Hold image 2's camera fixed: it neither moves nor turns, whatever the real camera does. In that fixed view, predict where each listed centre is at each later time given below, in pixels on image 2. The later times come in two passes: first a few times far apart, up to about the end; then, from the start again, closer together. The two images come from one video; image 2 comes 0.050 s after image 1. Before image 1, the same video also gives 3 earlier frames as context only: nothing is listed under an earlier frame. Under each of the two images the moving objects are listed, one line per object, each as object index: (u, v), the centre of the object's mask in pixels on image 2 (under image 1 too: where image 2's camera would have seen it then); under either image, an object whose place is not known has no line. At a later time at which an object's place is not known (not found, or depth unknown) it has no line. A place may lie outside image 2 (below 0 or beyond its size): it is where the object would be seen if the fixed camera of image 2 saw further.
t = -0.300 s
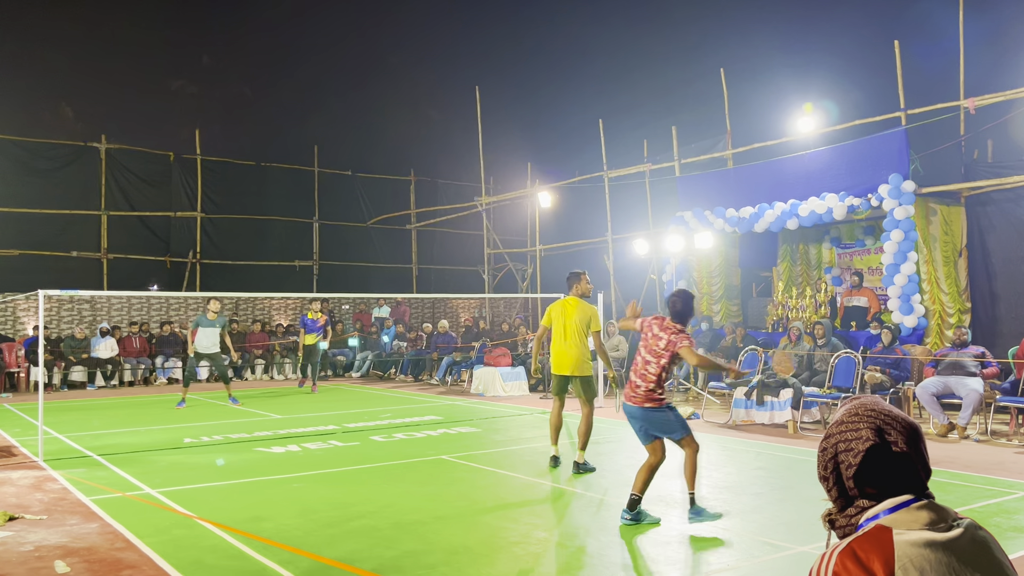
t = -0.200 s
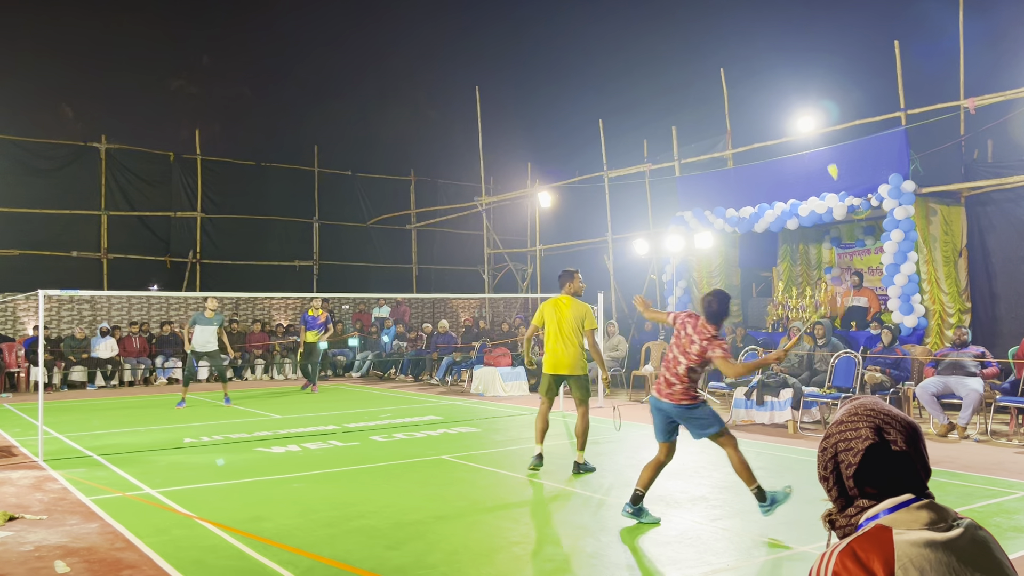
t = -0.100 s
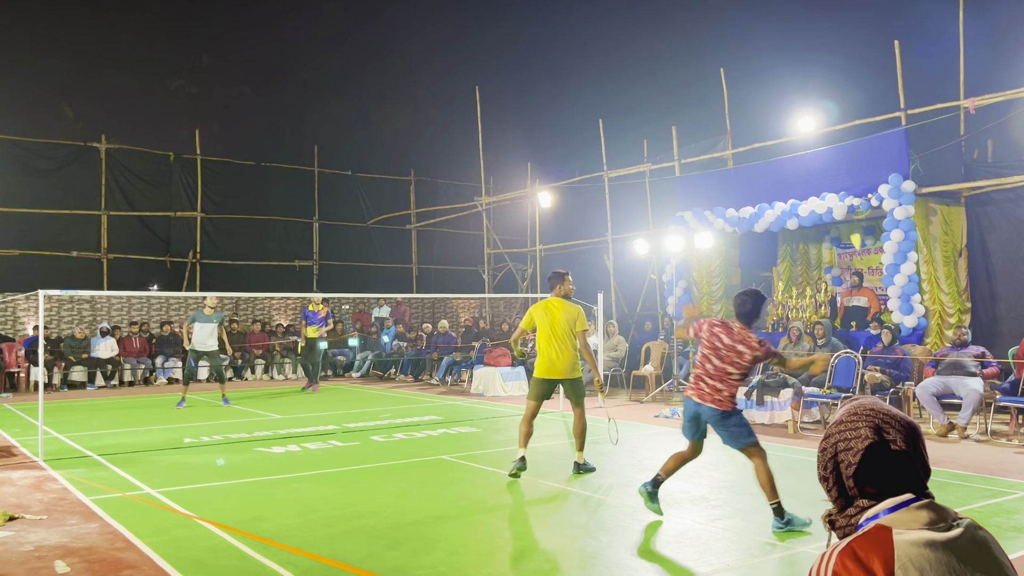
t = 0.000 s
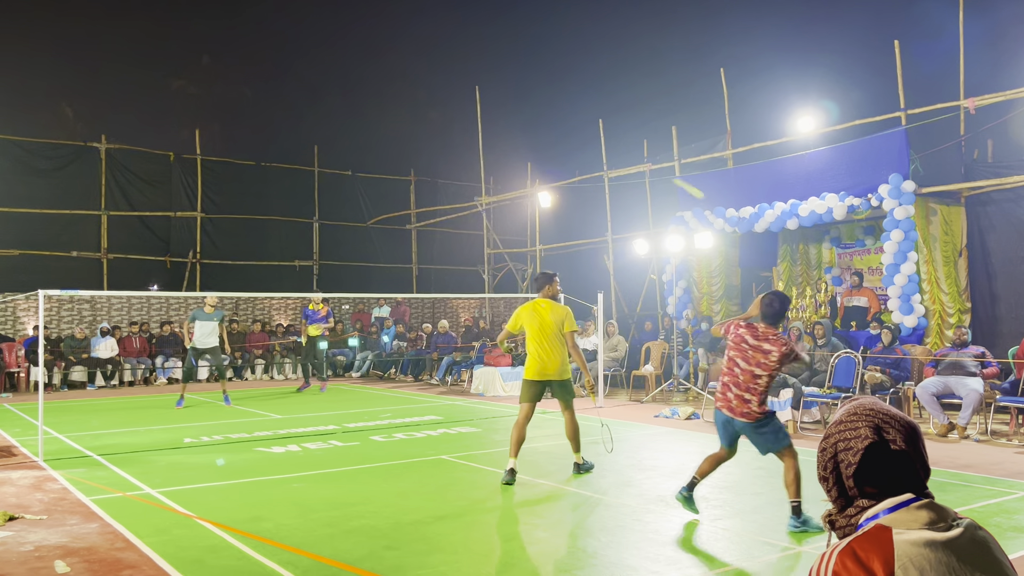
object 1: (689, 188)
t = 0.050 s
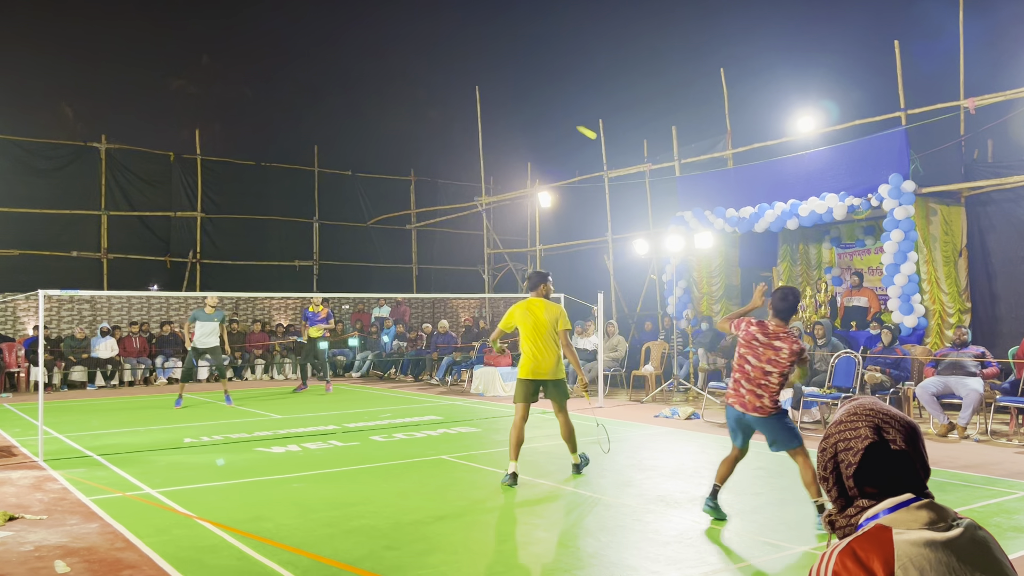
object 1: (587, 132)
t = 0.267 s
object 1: (433, 62)
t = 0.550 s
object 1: (368, 67)
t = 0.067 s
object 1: (564, 120)
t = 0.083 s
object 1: (545, 110)
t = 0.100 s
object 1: (528, 102)
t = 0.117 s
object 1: (514, 94)
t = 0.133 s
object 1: (501, 88)
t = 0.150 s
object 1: (489, 83)
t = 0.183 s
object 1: (470, 75)
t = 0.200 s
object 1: (461, 72)
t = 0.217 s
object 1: (453, 68)
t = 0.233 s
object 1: (446, 66)
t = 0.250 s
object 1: (440, 64)
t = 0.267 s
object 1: (433, 62)
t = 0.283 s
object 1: (427, 61)
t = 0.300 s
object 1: (422, 60)
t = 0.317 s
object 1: (417, 59)
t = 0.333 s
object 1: (412, 59)
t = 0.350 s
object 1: (408, 58)
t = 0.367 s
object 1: (403, 58)
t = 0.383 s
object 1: (399, 58)
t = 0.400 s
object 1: (396, 58)
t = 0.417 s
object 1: (392, 59)
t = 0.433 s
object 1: (388, 59)
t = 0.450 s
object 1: (385, 60)
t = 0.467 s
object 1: (382, 61)
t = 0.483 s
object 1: (379, 62)
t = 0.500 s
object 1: (376, 63)
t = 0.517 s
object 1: (373, 64)
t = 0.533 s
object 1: (371, 65)
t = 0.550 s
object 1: (368, 67)
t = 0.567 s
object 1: (365, 69)
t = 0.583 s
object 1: (363, 71)
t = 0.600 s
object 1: (361, 73)
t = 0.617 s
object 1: (359, 75)
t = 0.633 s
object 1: (357, 77)
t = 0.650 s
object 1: (355, 79)
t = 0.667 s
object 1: (353, 82)
